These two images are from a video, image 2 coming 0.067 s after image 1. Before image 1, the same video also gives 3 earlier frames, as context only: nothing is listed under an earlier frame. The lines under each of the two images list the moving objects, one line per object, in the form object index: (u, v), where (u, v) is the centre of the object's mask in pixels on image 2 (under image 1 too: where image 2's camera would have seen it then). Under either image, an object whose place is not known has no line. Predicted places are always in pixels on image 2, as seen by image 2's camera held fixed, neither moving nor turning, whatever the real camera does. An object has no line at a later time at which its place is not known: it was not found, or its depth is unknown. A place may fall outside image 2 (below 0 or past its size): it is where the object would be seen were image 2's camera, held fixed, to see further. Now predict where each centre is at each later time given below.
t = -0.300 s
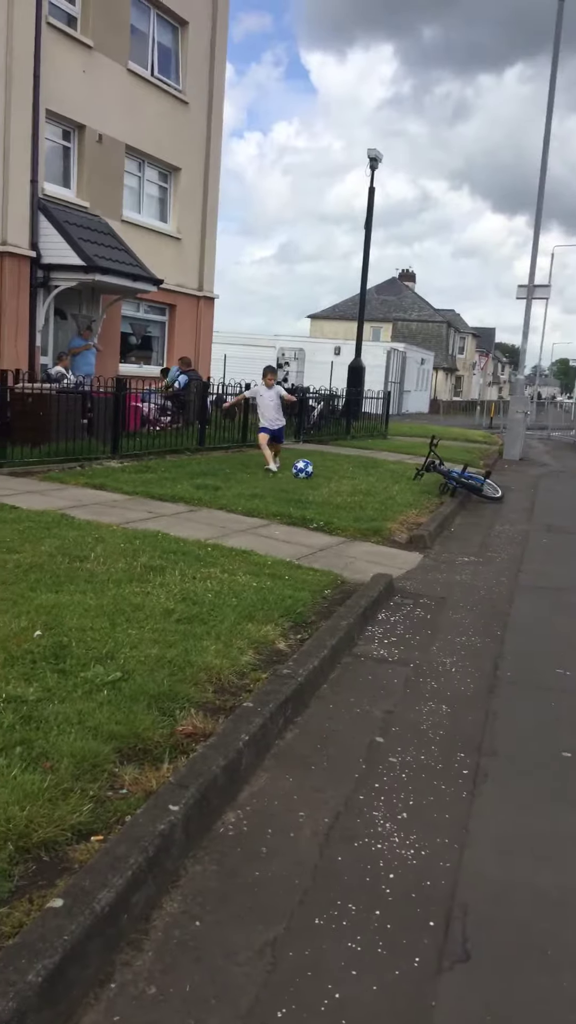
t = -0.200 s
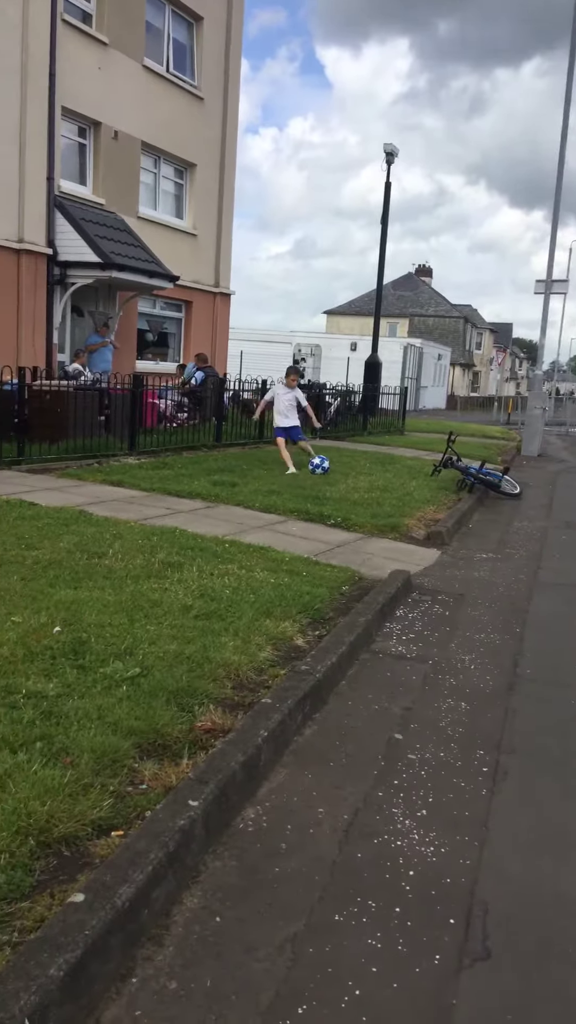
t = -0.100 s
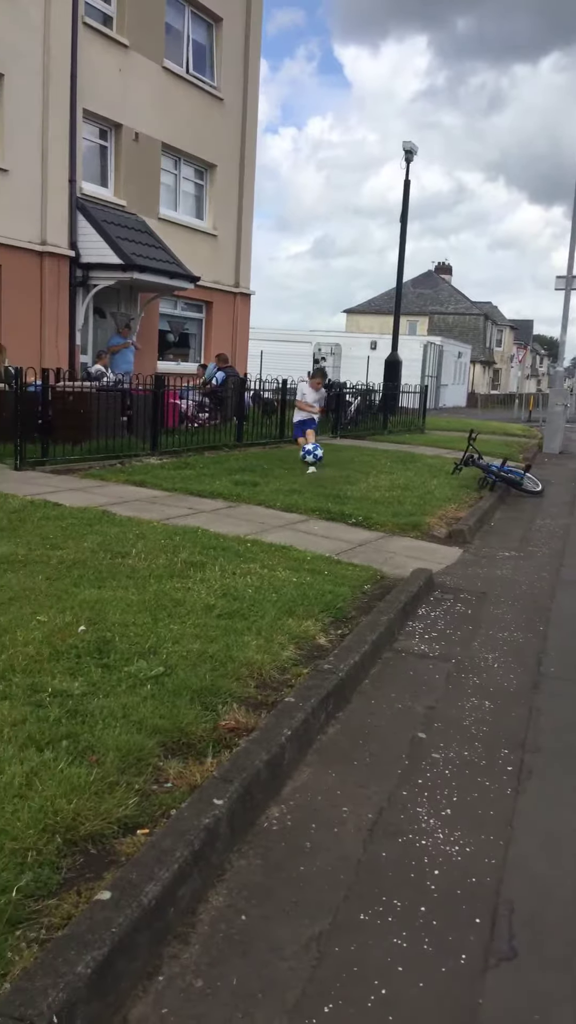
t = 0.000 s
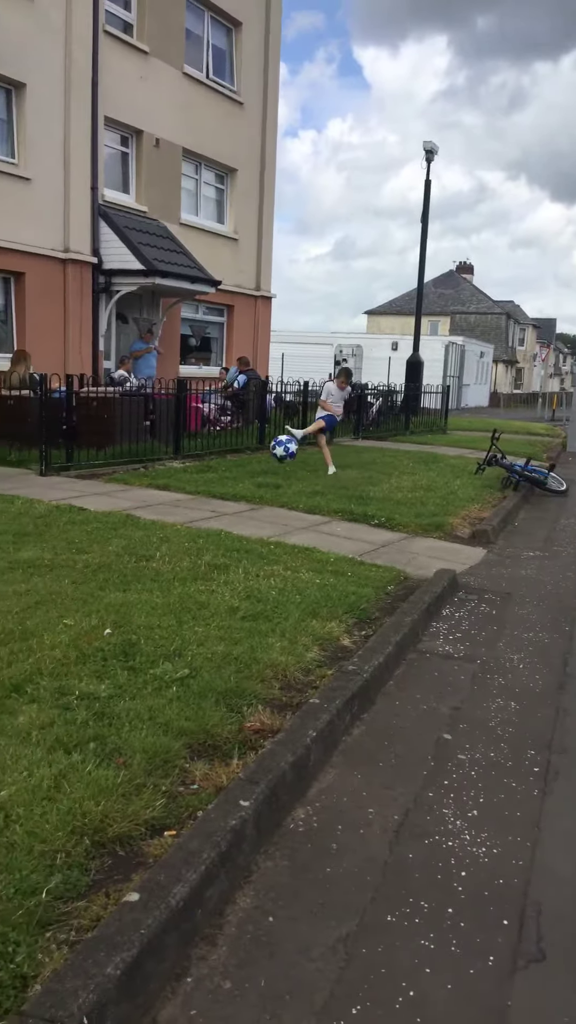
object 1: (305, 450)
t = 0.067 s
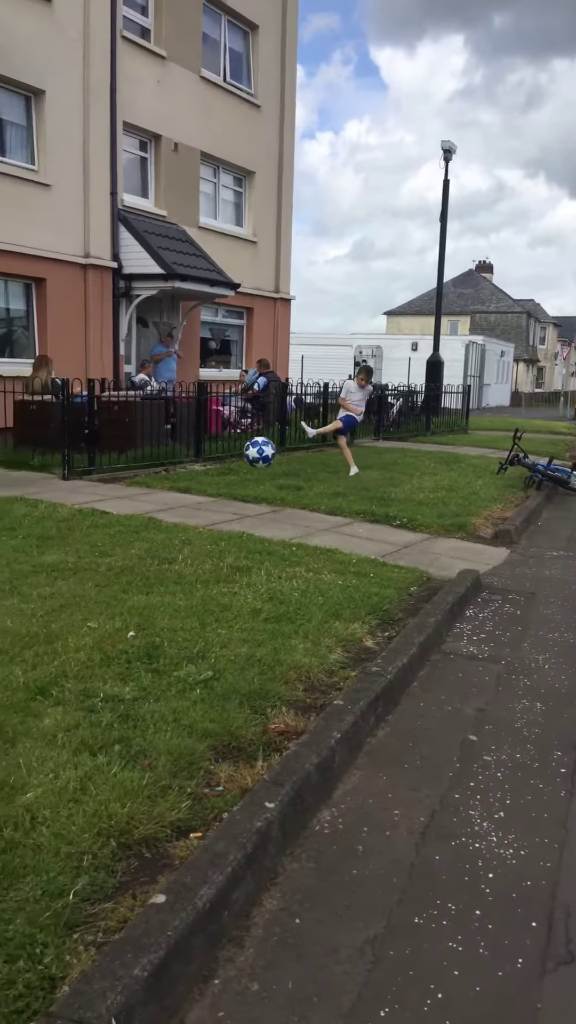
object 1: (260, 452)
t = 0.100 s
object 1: (232, 457)
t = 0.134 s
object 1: (201, 463)
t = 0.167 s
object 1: (167, 470)
